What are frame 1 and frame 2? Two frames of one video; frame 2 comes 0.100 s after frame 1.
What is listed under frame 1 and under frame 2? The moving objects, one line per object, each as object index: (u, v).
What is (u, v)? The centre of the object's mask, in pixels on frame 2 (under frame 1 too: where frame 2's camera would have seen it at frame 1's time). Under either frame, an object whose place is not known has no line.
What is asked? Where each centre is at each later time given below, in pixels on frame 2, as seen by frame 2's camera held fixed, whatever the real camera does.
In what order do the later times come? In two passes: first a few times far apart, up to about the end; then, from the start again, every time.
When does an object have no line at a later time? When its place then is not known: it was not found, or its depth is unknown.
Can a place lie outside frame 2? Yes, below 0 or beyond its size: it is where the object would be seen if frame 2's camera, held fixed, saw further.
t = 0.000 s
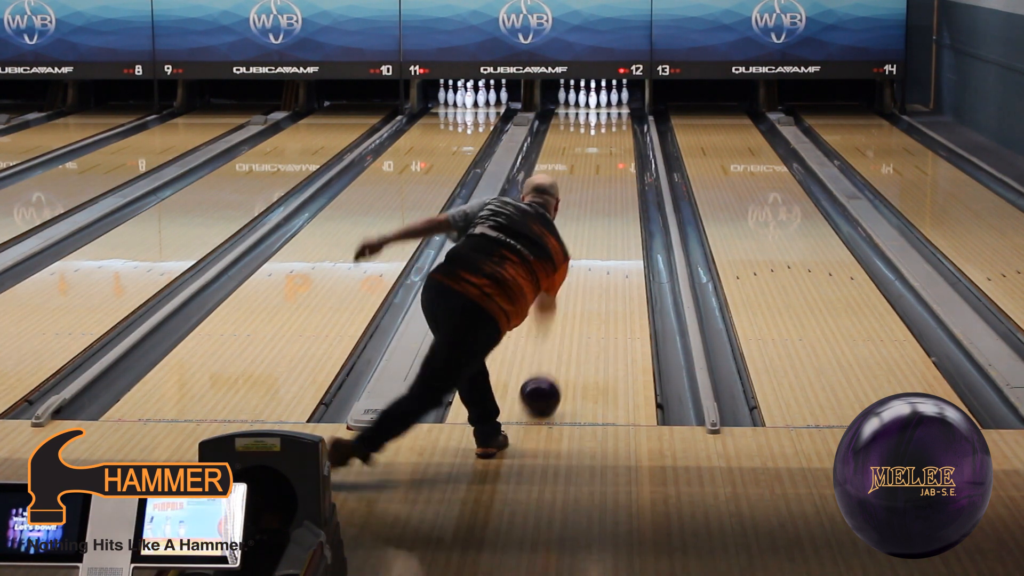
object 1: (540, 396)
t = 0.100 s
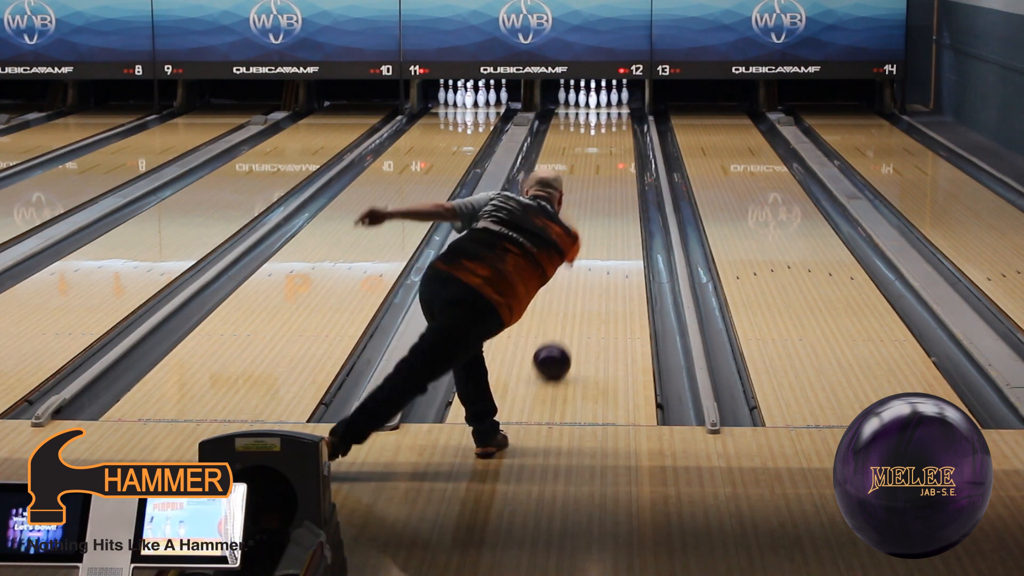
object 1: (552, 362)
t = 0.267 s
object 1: (568, 313)
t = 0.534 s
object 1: (587, 258)
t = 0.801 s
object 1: (598, 215)
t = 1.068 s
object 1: (607, 182)
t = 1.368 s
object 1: (614, 155)
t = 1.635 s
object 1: (617, 136)
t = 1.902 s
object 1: (614, 120)
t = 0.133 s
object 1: (556, 351)
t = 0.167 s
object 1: (559, 341)
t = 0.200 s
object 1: (562, 331)
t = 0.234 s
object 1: (565, 322)
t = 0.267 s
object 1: (568, 313)
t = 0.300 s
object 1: (570, 305)
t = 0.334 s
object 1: (573, 297)
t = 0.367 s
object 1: (575, 290)
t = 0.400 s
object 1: (578, 282)
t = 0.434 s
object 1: (580, 275)
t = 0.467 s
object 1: (582, 269)
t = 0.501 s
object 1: (584, 262)
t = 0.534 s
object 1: (587, 258)
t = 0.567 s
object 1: (589, 256)
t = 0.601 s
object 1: (589, 256)
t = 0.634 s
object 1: (595, 231)
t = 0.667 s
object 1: (595, 231)
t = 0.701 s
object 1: (594, 229)
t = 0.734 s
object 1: (596, 224)
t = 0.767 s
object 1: (597, 219)
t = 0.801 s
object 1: (598, 215)
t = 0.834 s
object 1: (600, 210)
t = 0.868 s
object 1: (601, 206)
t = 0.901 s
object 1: (602, 202)
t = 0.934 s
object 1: (603, 198)
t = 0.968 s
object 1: (604, 193)
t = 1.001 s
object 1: (605, 190)
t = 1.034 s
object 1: (606, 186)
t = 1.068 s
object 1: (607, 182)
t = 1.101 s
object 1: (608, 179)
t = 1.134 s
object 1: (609, 176)
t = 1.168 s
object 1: (610, 172)
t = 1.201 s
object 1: (610, 169)
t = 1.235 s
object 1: (611, 166)
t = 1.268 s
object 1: (612, 163)
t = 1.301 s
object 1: (612, 160)
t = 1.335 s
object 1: (613, 157)
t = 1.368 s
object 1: (614, 155)
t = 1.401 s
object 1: (614, 152)
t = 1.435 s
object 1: (615, 150)
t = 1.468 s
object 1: (615, 147)
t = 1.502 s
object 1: (615, 145)
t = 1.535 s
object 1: (616, 142)
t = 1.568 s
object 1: (616, 140)
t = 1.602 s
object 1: (616, 138)
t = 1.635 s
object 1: (617, 136)
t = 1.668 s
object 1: (617, 134)
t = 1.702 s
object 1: (617, 131)
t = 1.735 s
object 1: (617, 129)
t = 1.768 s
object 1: (616, 127)
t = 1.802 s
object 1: (616, 125)
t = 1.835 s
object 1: (615, 124)
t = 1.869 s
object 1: (615, 122)
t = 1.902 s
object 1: (614, 120)
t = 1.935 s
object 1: (614, 118)
